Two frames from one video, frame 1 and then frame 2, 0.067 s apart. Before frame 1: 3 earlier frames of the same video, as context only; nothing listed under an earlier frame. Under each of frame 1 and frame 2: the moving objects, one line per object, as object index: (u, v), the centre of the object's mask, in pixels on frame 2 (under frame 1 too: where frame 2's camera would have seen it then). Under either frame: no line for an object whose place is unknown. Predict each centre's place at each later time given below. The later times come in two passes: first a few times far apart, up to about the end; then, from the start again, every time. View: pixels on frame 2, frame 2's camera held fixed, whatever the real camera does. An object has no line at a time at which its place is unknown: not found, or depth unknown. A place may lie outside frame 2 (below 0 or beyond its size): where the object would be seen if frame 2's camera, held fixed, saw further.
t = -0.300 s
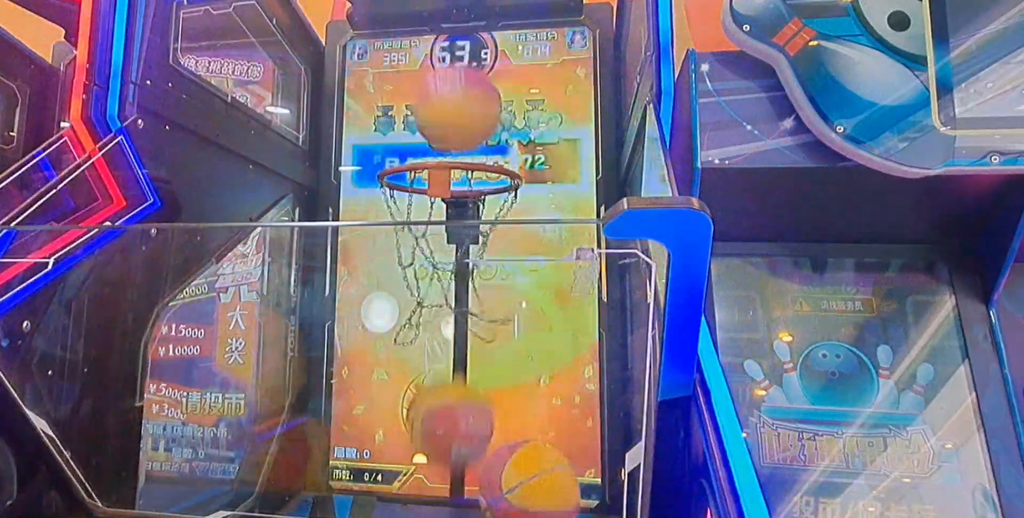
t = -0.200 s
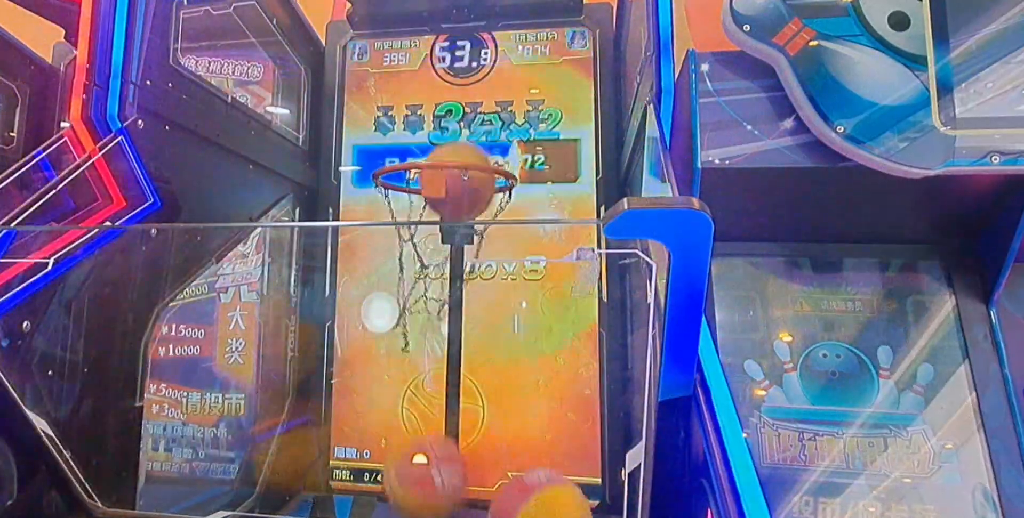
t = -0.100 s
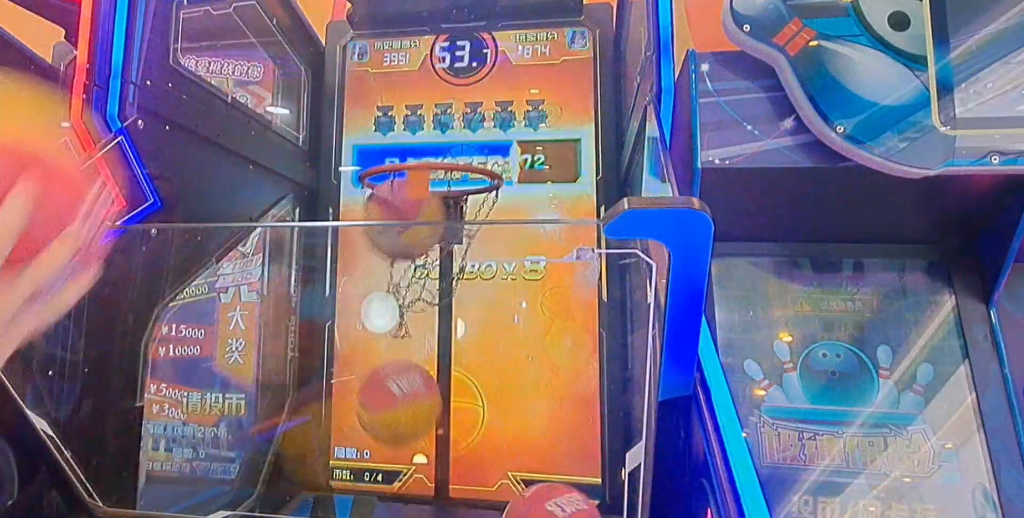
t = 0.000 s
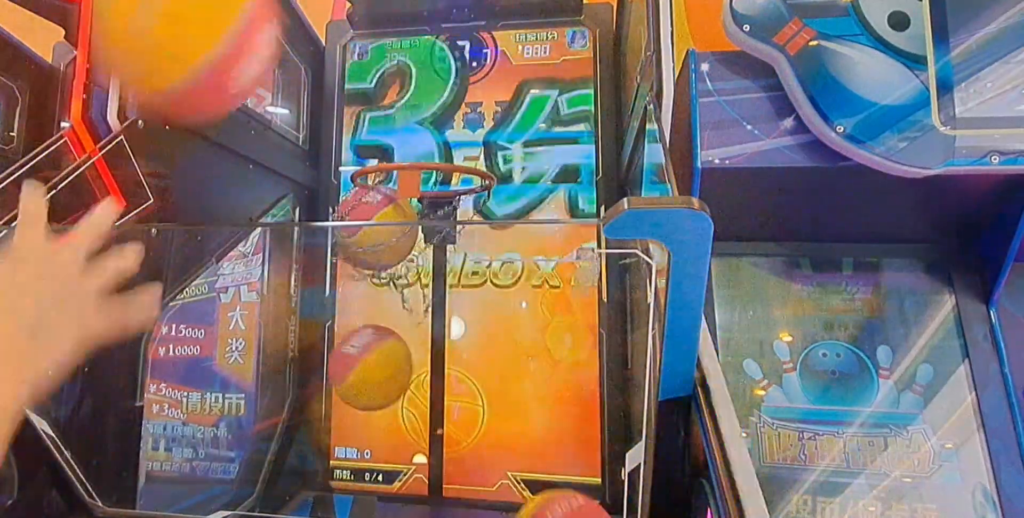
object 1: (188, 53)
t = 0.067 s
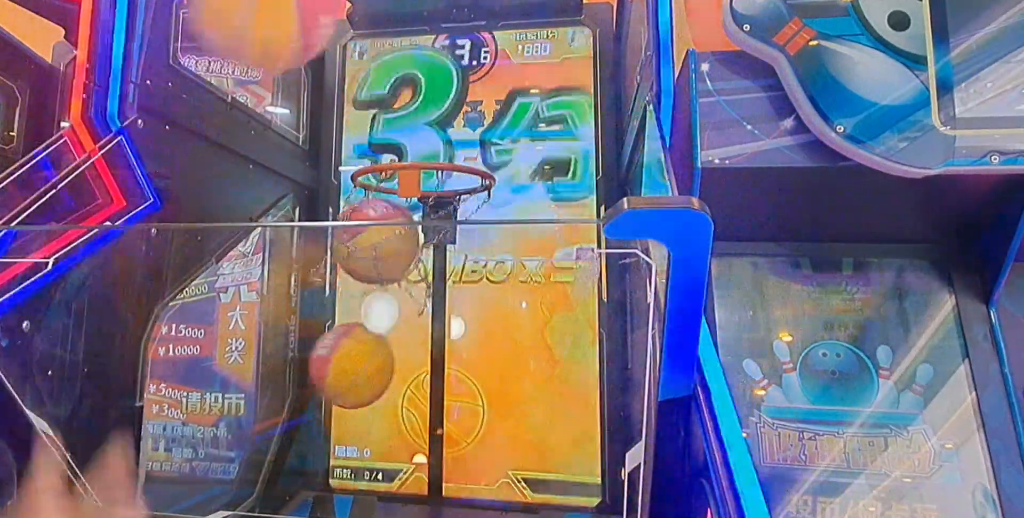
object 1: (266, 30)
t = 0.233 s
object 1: (381, 39)
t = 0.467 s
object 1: (460, 101)
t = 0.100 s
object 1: (296, 27)
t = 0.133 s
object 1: (322, 26)
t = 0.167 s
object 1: (344, 27)
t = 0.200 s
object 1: (365, 32)
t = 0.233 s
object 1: (381, 39)
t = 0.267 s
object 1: (397, 49)
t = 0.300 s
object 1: (412, 70)
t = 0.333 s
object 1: (425, 96)
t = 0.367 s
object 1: (437, 124)
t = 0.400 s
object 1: (446, 125)
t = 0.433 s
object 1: (453, 111)
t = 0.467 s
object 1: (460, 101)
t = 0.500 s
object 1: (467, 95)
